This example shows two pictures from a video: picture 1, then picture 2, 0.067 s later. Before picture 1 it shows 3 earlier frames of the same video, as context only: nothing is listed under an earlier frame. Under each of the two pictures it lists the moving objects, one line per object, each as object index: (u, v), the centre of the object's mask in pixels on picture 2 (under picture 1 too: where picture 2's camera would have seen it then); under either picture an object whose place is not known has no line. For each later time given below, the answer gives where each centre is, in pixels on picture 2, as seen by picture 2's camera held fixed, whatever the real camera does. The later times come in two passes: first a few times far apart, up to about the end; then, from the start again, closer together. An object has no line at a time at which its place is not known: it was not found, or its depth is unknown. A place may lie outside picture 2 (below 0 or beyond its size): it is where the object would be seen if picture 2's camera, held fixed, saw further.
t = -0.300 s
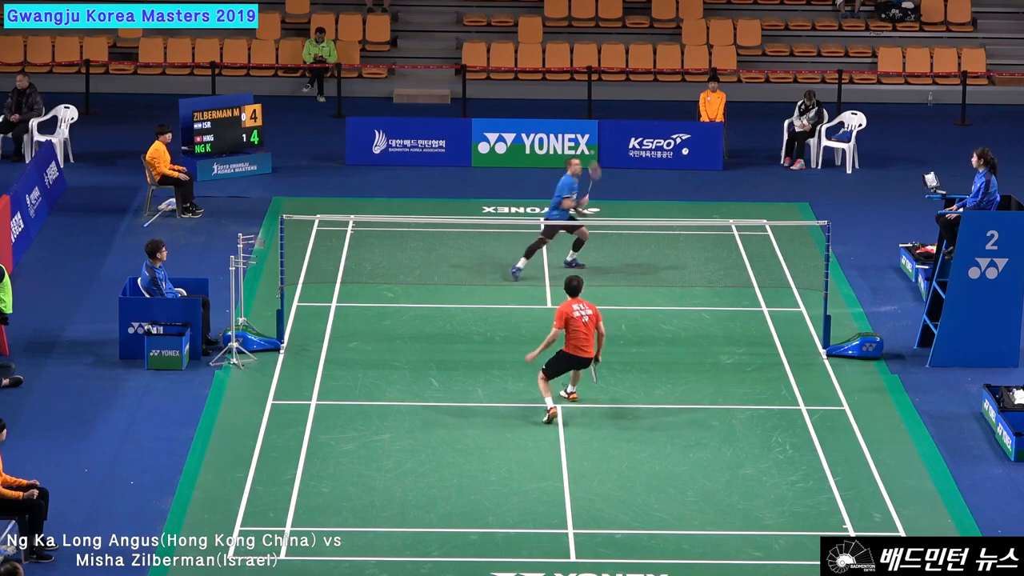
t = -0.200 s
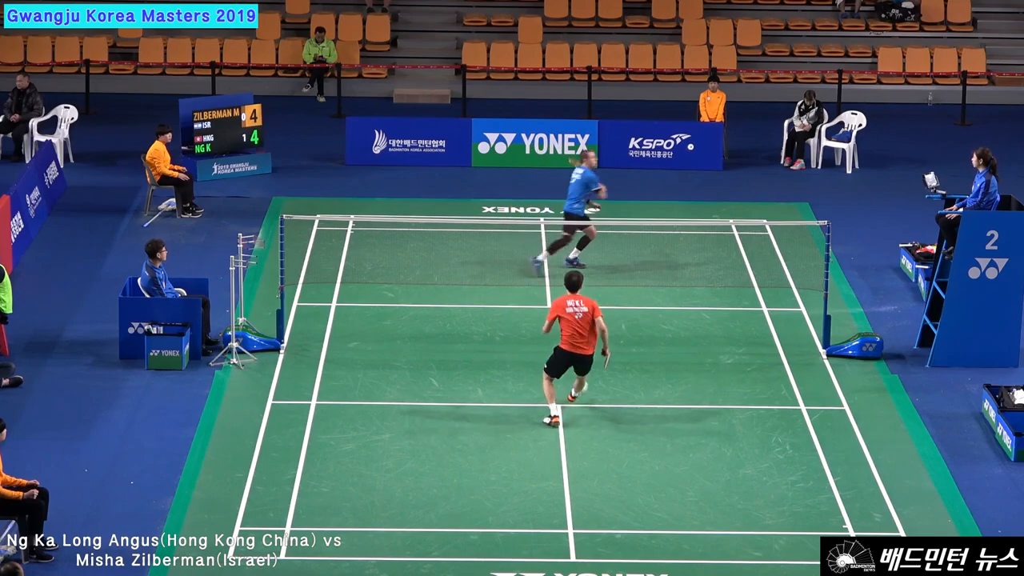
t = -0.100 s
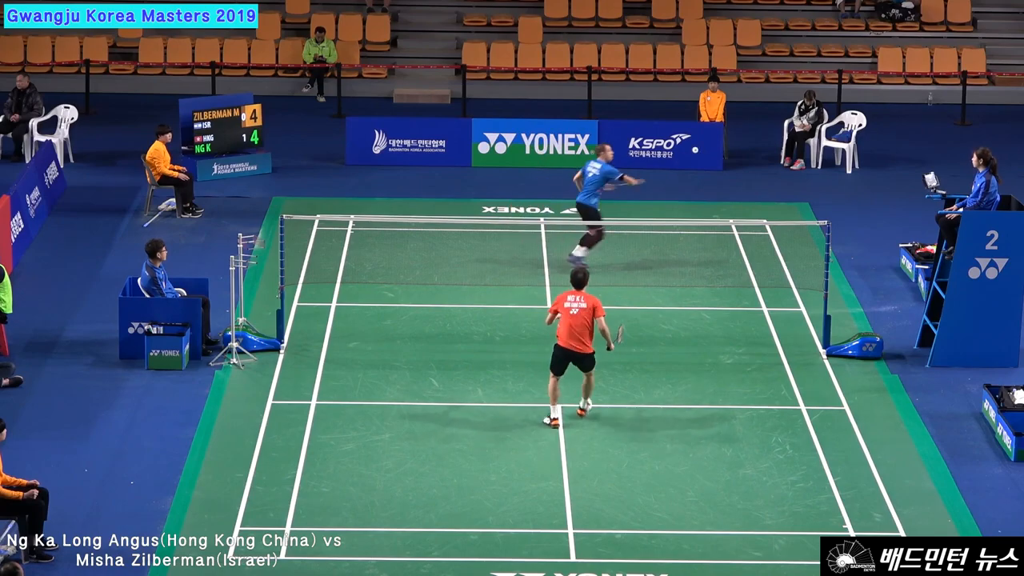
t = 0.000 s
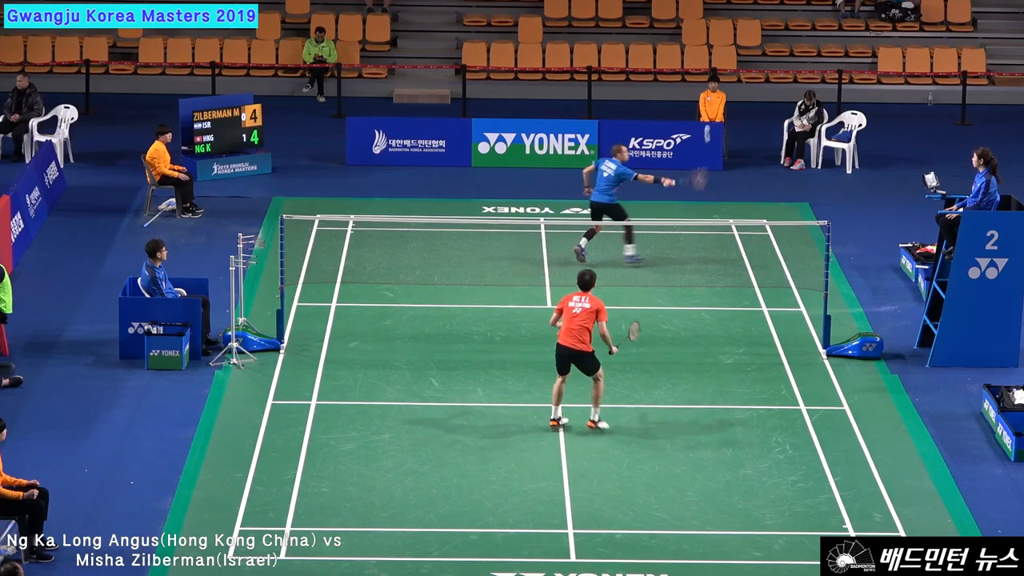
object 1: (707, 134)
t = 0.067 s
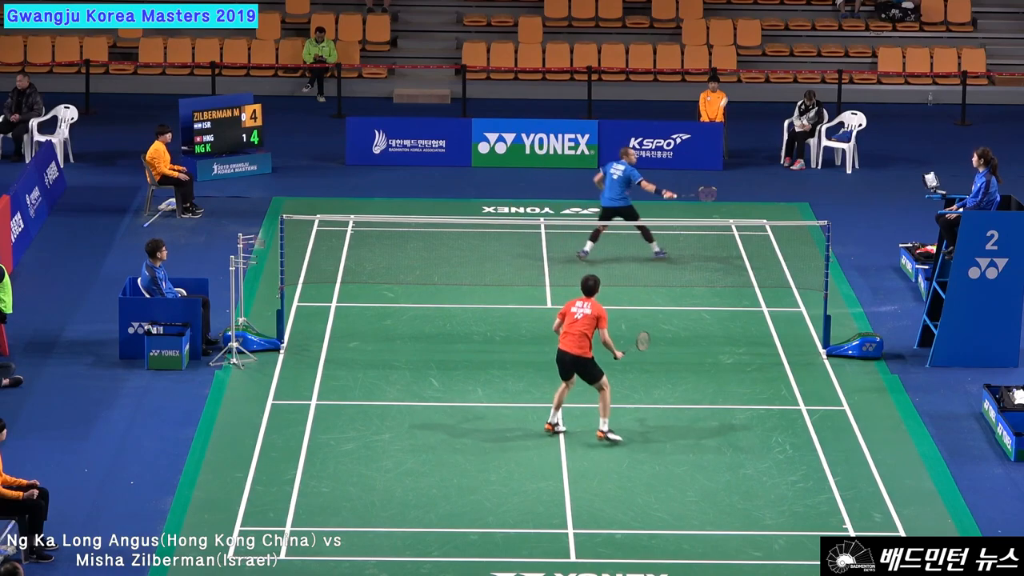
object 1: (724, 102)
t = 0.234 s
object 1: (750, 62)
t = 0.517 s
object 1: (776, 63)
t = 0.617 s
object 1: (781, 80)
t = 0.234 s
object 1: (750, 62)
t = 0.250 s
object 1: (752, 60)
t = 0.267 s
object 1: (754, 59)
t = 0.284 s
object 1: (756, 57)
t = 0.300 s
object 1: (758, 56)
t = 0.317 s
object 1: (760, 55)
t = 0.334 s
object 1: (761, 54)
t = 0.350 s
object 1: (763, 54)
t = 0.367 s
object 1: (764, 54)
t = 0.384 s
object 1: (766, 54)
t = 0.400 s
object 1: (767, 54)
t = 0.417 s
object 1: (769, 55)
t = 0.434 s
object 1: (770, 56)
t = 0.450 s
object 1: (771, 57)
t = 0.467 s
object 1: (772, 58)
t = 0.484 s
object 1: (774, 60)
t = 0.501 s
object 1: (775, 61)
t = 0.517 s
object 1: (776, 63)
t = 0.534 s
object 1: (777, 65)
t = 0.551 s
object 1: (778, 68)
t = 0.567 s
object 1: (779, 70)
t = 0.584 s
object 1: (780, 74)
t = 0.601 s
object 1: (781, 77)
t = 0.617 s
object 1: (781, 80)
